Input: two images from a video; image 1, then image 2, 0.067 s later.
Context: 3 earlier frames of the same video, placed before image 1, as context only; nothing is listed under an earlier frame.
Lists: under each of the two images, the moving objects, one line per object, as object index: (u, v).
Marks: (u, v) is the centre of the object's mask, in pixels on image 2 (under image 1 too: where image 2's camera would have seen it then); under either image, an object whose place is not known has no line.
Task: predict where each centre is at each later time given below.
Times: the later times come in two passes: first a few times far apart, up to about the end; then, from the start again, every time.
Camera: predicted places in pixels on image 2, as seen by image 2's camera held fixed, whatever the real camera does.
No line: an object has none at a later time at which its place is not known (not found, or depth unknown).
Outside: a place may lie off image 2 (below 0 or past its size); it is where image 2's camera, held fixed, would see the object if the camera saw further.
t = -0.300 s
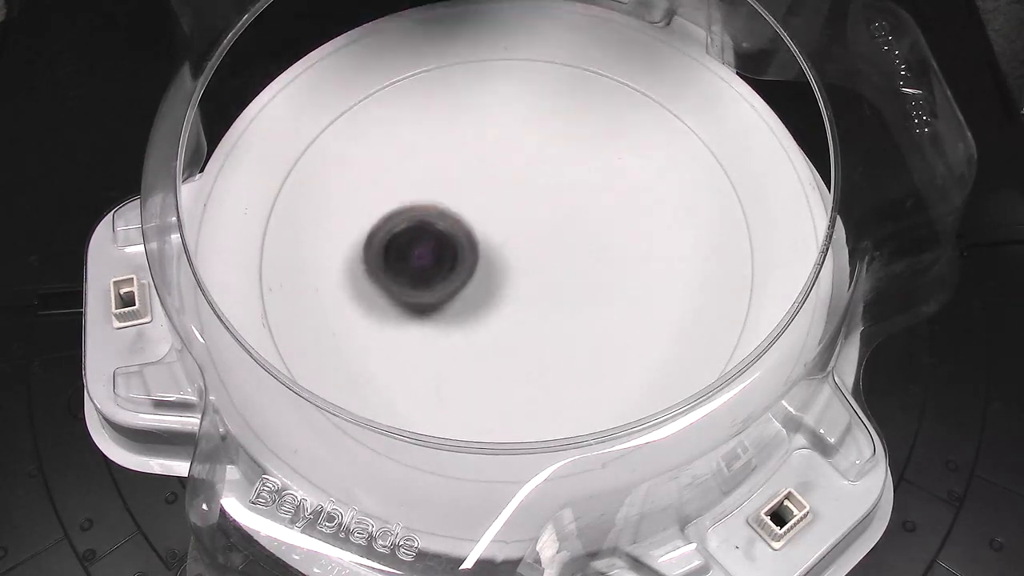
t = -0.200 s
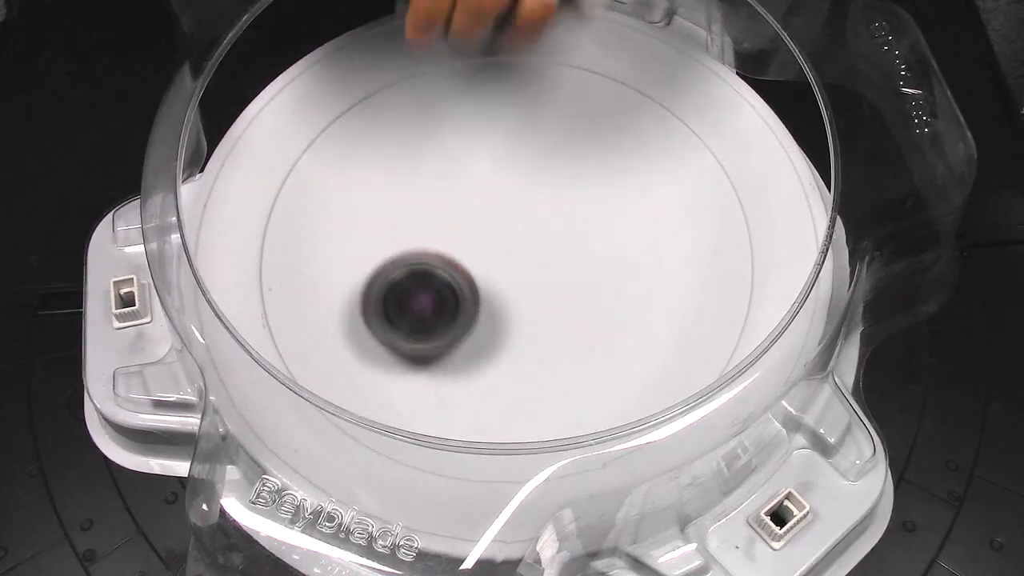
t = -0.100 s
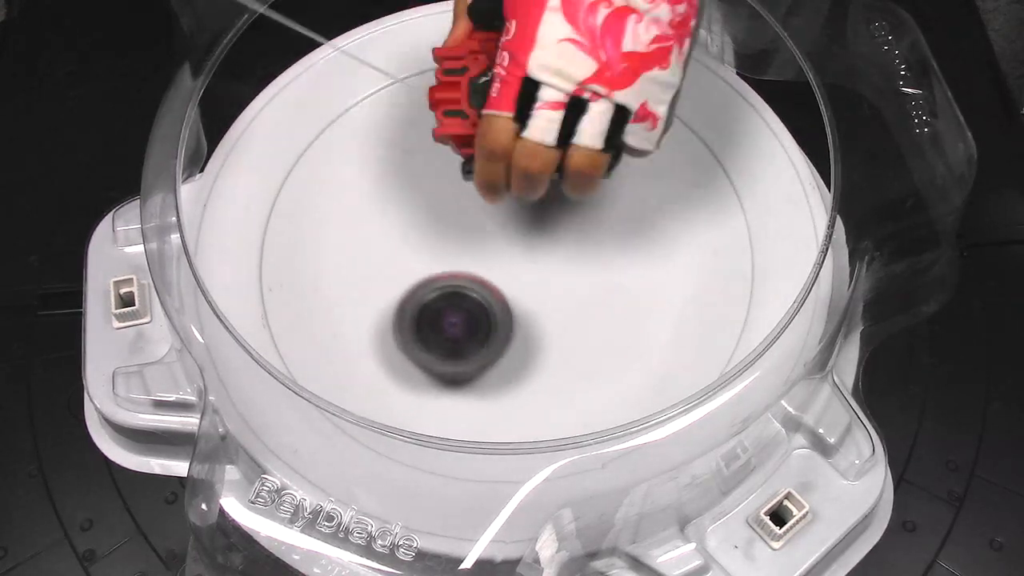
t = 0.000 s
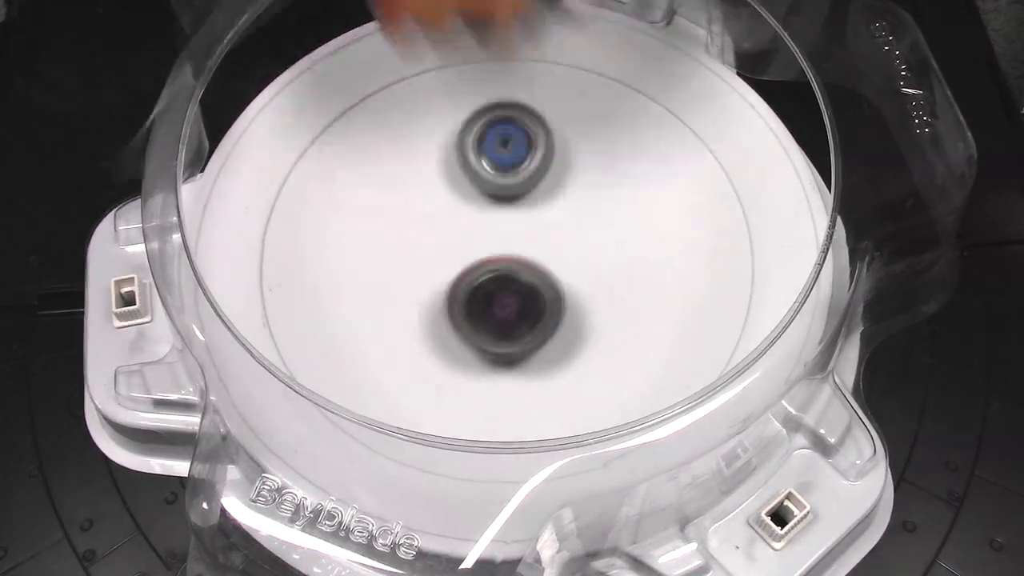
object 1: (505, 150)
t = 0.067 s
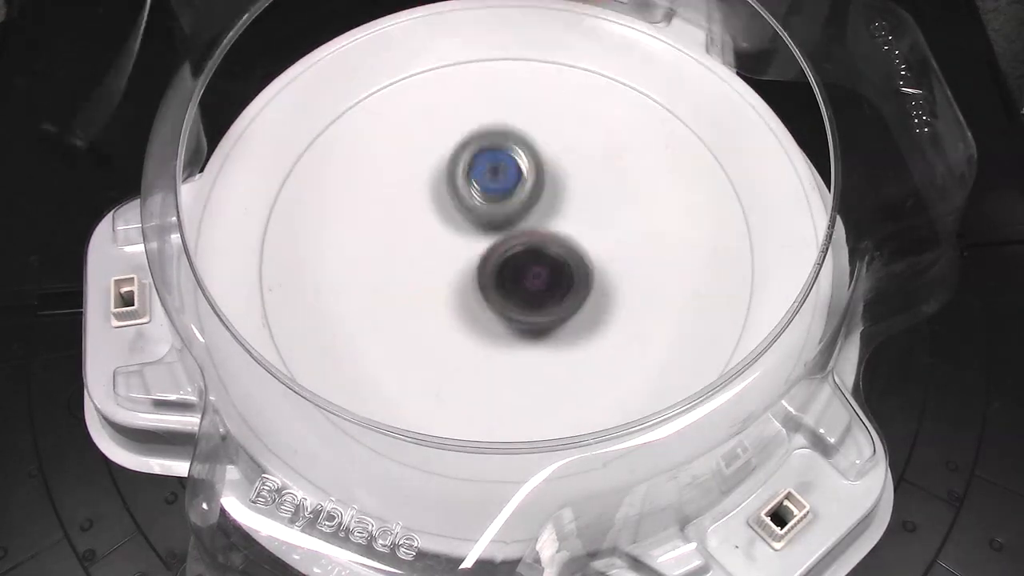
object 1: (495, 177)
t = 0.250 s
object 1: (493, 167)
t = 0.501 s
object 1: (565, 124)
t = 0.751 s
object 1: (521, 145)
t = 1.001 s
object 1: (598, 224)
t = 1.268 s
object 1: (664, 235)
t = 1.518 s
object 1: (608, 253)
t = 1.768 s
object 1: (595, 271)
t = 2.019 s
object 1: (509, 365)
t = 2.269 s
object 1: (508, 413)
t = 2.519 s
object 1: (514, 364)
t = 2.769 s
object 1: (440, 304)
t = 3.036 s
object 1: (356, 305)
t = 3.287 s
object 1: (474, 399)
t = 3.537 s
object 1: (529, 273)
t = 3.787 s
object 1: (503, 209)
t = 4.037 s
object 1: (435, 204)
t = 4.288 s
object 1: (452, 265)
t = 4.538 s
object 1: (490, 274)
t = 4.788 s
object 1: (500, 253)
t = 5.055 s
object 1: (455, 260)
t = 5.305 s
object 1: (439, 287)
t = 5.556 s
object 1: (461, 286)
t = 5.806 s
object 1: (481, 268)
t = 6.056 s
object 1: (489, 237)
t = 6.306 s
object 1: (483, 213)
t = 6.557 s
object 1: (488, 196)
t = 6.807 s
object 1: (501, 198)
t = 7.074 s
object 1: (546, 156)
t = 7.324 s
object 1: (530, 199)
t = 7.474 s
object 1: (543, 200)
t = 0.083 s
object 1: (493, 186)
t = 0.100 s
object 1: (491, 188)
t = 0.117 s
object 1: (488, 188)
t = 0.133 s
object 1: (487, 181)
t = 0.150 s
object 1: (486, 174)
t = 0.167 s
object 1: (485, 170)
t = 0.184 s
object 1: (484, 169)
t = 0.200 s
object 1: (485, 166)
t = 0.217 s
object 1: (487, 164)
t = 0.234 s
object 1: (490, 165)
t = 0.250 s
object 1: (493, 167)
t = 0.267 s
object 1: (498, 166)
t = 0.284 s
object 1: (503, 168)
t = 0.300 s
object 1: (509, 171)
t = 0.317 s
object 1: (516, 175)
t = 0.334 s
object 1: (523, 180)
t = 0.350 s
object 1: (530, 186)
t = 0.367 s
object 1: (538, 191)
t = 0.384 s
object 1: (547, 198)
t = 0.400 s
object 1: (555, 204)
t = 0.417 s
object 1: (563, 206)
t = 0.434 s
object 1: (566, 190)
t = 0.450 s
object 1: (566, 170)
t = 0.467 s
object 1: (566, 154)
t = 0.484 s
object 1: (565, 138)
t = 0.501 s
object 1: (565, 124)
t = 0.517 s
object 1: (565, 111)
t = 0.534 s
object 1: (563, 101)
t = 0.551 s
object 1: (562, 92)
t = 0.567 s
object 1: (559, 86)
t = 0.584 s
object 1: (557, 82)
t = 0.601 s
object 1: (554, 81)
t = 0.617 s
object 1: (550, 81)
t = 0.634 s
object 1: (546, 84)
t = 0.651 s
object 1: (541, 89)
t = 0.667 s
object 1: (537, 95)
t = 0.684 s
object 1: (532, 103)
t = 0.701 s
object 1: (529, 113)
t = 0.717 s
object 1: (526, 123)
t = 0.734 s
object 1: (523, 134)
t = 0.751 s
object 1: (521, 145)
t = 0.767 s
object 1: (520, 157)
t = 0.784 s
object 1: (520, 169)
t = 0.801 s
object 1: (521, 182)
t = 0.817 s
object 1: (522, 194)
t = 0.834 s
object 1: (524, 204)
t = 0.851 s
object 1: (529, 206)
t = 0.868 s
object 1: (537, 204)
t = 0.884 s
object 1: (545, 207)
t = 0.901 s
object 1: (551, 210)
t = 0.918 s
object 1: (559, 212)
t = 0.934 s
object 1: (567, 215)
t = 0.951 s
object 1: (576, 216)
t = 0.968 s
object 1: (584, 220)
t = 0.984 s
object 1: (591, 222)
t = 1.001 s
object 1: (598, 224)
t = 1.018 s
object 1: (604, 225)
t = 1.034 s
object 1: (609, 227)
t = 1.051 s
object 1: (615, 229)
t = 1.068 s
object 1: (621, 231)
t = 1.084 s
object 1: (626, 233)
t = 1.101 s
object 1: (632, 234)
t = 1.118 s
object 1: (637, 235)
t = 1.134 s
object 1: (642, 235)
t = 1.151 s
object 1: (646, 236)
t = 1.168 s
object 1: (650, 236)
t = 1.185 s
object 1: (655, 236)
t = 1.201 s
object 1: (658, 236)
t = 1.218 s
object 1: (660, 235)
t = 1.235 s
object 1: (663, 235)
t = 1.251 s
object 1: (664, 235)
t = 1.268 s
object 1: (664, 235)
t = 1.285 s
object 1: (663, 235)
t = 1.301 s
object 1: (663, 235)
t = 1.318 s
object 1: (661, 235)
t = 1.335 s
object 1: (659, 236)
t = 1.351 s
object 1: (657, 237)
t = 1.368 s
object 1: (654, 237)
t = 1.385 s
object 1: (651, 238)
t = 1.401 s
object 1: (647, 239)
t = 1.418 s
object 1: (643, 241)
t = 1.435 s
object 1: (637, 242)
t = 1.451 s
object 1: (632, 243)
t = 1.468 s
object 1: (626, 244)
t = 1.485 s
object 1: (620, 246)
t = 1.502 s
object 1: (614, 249)
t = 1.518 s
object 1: (608, 253)
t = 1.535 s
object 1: (609, 254)
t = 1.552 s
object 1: (614, 252)
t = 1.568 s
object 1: (623, 249)
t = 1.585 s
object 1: (630, 252)
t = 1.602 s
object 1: (636, 254)
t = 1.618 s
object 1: (637, 253)
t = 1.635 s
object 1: (638, 254)
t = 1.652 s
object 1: (636, 253)
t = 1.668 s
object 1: (633, 253)
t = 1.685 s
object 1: (628, 254)
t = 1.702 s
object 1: (623, 256)
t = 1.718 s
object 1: (616, 258)
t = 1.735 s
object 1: (610, 262)
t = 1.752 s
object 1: (602, 267)
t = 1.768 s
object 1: (595, 271)
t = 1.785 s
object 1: (587, 277)
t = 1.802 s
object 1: (579, 282)
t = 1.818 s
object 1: (572, 288)
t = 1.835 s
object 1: (565, 294)
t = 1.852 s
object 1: (558, 300)
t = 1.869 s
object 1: (552, 306)
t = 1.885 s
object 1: (546, 313)
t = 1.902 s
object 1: (540, 320)
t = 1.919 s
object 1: (534, 326)
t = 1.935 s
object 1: (529, 332)
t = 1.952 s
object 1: (525, 339)
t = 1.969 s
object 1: (520, 346)
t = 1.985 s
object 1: (516, 352)
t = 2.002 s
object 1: (512, 359)
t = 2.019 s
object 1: (509, 365)
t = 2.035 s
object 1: (506, 370)
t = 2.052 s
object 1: (504, 376)
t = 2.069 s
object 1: (502, 381)
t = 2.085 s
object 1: (501, 386)
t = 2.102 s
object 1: (499, 390)
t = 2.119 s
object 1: (498, 394)
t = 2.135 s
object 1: (498, 397)
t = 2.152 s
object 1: (499, 399)
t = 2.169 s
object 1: (499, 401)
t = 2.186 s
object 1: (500, 403)
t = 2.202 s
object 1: (502, 404)
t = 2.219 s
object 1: (504, 405)
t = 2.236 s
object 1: (506, 406)
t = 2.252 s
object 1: (506, 411)
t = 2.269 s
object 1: (508, 413)
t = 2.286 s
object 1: (510, 414)
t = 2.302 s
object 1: (512, 407)
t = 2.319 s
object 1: (513, 406)
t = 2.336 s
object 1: (514, 405)
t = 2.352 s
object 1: (516, 403)
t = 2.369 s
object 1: (517, 402)
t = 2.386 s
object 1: (519, 400)
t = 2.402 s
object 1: (520, 397)
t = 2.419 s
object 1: (520, 394)
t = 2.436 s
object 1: (520, 390)
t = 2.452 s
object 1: (520, 385)
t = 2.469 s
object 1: (519, 379)
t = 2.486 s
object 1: (518, 374)
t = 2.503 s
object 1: (516, 369)
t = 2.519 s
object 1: (514, 364)
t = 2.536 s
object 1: (512, 358)
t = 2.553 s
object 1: (509, 353)
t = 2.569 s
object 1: (507, 348)
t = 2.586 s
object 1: (503, 343)
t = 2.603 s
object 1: (499, 339)
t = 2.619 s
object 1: (495, 334)
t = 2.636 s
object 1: (490, 331)
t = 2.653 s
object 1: (485, 327)
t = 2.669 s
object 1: (480, 323)
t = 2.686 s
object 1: (474, 320)
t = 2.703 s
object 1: (468, 316)
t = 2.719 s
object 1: (462, 313)
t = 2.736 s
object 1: (455, 310)
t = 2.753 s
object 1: (448, 307)
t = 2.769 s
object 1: (440, 304)
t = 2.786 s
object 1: (433, 302)
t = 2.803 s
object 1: (425, 300)
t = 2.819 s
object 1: (418, 299)
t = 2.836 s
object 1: (411, 298)
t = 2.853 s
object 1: (404, 297)
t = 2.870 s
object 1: (397, 296)
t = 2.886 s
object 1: (390, 296)
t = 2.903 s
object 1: (384, 296)
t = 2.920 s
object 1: (380, 297)
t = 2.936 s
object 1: (375, 298)
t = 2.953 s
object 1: (371, 299)
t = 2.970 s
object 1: (368, 299)
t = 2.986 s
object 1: (364, 301)
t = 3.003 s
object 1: (361, 303)
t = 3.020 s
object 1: (359, 304)
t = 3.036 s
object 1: (356, 305)
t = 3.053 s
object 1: (354, 307)
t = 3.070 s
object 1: (356, 320)
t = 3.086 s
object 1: (360, 336)
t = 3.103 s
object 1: (365, 357)
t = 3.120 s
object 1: (372, 369)
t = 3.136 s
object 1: (381, 379)
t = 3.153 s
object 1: (388, 394)
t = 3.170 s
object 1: (401, 393)
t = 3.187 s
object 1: (409, 409)
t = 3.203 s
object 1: (420, 412)
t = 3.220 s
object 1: (431, 413)
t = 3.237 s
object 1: (444, 404)
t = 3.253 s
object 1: (454, 404)
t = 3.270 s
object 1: (464, 402)
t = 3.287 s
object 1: (474, 399)
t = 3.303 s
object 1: (484, 394)
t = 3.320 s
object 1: (493, 388)
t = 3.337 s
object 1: (500, 378)
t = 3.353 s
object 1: (506, 368)
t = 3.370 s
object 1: (512, 357)
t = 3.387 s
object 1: (515, 347)
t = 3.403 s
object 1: (519, 335)
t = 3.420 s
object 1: (521, 323)
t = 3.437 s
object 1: (522, 312)
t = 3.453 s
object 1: (522, 301)
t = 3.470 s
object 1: (521, 290)
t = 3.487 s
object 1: (519, 278)
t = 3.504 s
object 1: (520, 272)
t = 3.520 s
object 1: (525, 273)
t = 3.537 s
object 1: (529, 273)
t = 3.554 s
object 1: (532, 271)
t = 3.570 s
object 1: (534, 270)
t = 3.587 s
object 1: (536, 267)
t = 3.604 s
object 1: (536, 263)
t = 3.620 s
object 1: (535, 259)
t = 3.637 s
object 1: (534, 254)
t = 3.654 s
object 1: (533, 249)
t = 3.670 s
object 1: (532, 243)
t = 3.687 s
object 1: (529, 238)
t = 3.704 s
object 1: (526, 232)
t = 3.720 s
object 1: (522, 227)
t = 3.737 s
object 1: (518, 222)
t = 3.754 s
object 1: (514, 217)
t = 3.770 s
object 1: (508, 213)
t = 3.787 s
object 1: (503, 209)
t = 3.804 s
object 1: (497, 205)
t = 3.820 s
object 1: (491, 201)
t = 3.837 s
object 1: (486, 198)
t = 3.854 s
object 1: (480, 197)
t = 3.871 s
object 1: (474, 195)
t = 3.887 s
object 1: (469, 194)
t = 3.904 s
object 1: (465, 194)
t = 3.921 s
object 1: (460, 194)
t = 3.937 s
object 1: (455, 194)
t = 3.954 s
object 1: (451, 195)
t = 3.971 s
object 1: (447, 197)
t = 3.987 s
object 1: (443, 198)
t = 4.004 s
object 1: (440, 200)
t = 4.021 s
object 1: (437, 201)
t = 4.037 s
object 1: (435, 204)
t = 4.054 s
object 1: (433, 207)
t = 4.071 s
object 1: (431, 210)
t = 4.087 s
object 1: (429, 215)
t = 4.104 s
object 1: (427, 222)
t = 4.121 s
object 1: (426, 228)
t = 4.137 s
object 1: (425, 233)
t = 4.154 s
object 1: (425, 239)
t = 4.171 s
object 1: (426, 244)
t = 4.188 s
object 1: (428, 248)
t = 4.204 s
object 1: (431, 252)
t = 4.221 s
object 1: (434, 256)
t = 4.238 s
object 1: (439, 259)
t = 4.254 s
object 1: (443, 262)
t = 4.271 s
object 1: (448, 264)
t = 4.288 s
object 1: (452, 265)
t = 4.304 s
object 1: (455, 267)
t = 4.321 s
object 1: (455, 271)
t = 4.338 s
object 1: (456, 273)
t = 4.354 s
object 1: (458, 275)
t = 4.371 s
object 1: (460, 276)
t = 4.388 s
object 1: (464, 278)
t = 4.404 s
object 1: (468, 279)
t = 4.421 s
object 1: (471, 279)
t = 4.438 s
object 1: (475, 278)
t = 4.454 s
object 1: (478, 279)
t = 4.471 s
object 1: (481, 278)
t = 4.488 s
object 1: (483, 277)
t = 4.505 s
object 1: (485, 275)
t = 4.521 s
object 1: (488, 275)
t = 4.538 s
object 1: (490, 274)
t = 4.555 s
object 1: (492, 272)
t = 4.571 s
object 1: (494, 270)
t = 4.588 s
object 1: (494, 268)
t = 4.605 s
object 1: (495, 267)
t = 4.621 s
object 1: (496, 265)
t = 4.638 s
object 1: (497, 265)
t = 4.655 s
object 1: (498, 264)
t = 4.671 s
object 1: (499, 262)
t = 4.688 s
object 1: (499, 260)
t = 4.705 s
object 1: (500, 258)
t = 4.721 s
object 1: (499, 257)
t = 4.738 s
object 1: (499, 256)
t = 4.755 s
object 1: (499, 255)
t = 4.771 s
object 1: (499, 255)
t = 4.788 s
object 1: (500, 253)
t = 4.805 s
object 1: (500, 253)
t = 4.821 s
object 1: (501, 252)
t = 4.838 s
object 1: (501, 251)
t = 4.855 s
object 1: (500, 251)
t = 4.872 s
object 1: (500, 250)
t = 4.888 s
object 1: (500, 250)
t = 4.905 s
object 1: (500, 250)
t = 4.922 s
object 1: (500, 250)
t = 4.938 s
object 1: (500, 250)
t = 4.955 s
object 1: (499, 249)
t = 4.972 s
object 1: (497, 251)
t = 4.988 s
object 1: (485, 253)
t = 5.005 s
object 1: (475, 255)
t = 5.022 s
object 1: (468, 257)
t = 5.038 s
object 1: (460, 259)
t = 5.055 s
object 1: (455, 260)
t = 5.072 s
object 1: (450, 263)
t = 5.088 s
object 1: (446, 265)
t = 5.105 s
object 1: (443, 267)
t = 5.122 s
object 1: (442, 269)
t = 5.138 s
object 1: (440, 271)
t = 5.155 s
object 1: (439, 273)
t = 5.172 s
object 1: (438, 275)
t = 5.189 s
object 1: (437, 276)
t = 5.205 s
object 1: (437, 278)
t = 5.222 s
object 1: (437, 280)
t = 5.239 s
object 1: (437, 282)
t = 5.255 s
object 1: (437, 283)
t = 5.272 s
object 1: (438, 284)
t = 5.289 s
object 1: (438, 286)
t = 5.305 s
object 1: (439, 287)
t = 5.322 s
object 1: (440, 288)
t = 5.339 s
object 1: (441, 289)
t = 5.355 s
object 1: (443, 289)
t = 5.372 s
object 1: (444, 290)
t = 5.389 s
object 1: (445, 290)
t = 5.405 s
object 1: (447, 291)
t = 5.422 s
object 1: (449, 291)
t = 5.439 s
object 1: (450, 291)
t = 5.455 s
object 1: (452, 290)
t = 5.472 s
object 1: (454, 290)
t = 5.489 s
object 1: (455, 289)
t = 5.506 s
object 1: (457, 289)
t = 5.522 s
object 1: (458, 288)
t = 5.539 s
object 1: (460, 287)
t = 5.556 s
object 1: (461, 286)
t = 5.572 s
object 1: (463, 285)
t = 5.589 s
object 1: (464, 284)
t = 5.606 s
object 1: (466, 283)
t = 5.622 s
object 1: (467, 282)
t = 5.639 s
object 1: (469, 280)
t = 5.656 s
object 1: (470, 279)
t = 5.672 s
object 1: (471, 278)
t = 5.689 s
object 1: (473, 277)
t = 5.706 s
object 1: (474, 275)
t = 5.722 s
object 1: (475, 274)
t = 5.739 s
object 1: (476, 273)
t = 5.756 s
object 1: (477, 272)
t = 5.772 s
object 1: (479, 271)
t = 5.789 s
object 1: (480, 269)
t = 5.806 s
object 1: (481, 268)
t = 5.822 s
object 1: (482, 267)
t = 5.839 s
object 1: (483, 265)
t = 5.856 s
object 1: (484, 264)
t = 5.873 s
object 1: (485, 262)
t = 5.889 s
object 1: (486, 261)
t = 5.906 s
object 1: (487, 259)
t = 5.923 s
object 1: (488, 257)
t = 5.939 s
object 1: (489, 255)
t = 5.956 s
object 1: (490, 253)
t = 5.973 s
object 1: (490, 251)
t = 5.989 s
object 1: (490, 247)
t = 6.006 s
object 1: (490, 245)
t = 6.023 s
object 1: (490, 241)
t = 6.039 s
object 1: (489, 239)
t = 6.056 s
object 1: (489, 237)
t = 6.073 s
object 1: (489, 234)
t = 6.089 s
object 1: (489, 232)
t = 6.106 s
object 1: (489, 231)
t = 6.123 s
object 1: (488, 229)
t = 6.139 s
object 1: (488, 228)
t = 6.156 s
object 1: (488, 227)
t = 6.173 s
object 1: (488, 226)
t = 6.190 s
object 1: (488, 225)
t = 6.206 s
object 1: (488, 224)
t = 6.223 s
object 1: (488, 224)
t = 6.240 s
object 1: (488, 222)
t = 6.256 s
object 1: (487, 219)
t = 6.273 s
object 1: (487, 217)
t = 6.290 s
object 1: (485, 215)
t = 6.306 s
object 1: (483, 213)
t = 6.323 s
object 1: (482, 212)
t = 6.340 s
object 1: (481, 212)
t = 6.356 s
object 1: (480, 212)
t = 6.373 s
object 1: (480, 213)
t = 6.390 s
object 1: (479, 214)
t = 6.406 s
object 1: (480, 214)
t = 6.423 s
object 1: (480, 214)
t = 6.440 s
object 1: (480, 215)
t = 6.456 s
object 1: (481, 216)
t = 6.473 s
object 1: (481, 217)
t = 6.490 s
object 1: (483, 214)
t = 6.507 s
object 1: (484, 209)
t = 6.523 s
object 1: (486, 204)
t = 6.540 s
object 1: (487, 199)
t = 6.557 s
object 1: (488, 196)
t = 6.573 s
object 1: (489, 194)
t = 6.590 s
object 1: (490, 192)
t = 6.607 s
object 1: (490, 191)
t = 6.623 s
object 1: (491, 191)
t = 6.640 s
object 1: (492, 190)
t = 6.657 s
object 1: (492, 190)
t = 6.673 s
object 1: (492, 191)
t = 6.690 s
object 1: (493, 191)
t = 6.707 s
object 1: (494, 192)
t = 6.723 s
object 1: (495, 193)
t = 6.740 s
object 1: (496, 194)
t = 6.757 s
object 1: (497, 195)
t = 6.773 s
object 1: (498, 196)
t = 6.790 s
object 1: (499, 197)
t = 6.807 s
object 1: (501, 198)
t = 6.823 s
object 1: (503, 198)
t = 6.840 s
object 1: (505, 198)
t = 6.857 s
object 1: (506, 199)
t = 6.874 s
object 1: (509, 198)
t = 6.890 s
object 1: (514, 193)
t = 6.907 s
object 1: (520, 185)
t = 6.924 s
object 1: (526, 178)
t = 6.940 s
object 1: (530, 171)
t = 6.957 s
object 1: (534, 166)
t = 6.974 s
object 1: (538, 162)
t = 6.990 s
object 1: (540, 158)
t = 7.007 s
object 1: (542, 156)
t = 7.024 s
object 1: (544, 155)
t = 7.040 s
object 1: (545, 154)
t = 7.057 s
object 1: (546, 154)
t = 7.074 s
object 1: (546, 156)
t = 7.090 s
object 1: (546, 157)
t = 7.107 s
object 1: (545, 159)
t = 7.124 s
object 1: (545, 163)
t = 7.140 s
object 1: (544, 165)
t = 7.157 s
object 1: (543, 169)
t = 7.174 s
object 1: (542, 172)
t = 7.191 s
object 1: (541, 175)
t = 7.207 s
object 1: (539, 178)
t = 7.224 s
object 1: (538, 182)
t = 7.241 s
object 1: (537, 185)
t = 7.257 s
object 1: (535, 189)
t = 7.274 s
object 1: (534, 192)
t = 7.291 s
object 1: (532, 195)
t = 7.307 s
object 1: (531, 197)
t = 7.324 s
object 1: (530, 199)
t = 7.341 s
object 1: (531, 200)
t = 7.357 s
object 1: (533, 199)
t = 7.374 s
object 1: (536, 200)
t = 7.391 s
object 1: (538, 199)
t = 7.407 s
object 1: (539, 199)
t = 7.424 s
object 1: (540, 199)
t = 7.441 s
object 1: (541, 199)
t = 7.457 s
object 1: (542, 201)
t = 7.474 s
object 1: (543, 200)
